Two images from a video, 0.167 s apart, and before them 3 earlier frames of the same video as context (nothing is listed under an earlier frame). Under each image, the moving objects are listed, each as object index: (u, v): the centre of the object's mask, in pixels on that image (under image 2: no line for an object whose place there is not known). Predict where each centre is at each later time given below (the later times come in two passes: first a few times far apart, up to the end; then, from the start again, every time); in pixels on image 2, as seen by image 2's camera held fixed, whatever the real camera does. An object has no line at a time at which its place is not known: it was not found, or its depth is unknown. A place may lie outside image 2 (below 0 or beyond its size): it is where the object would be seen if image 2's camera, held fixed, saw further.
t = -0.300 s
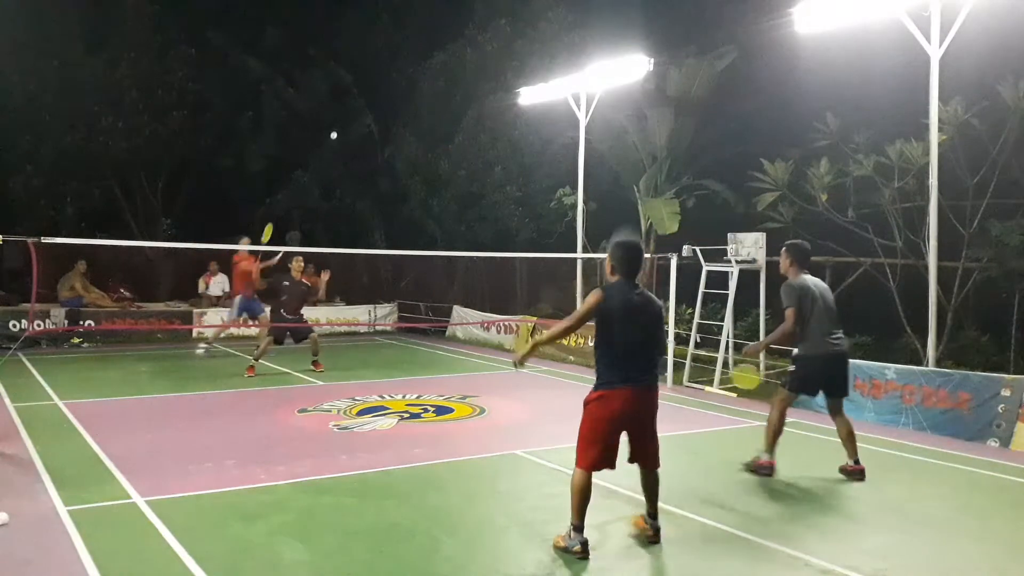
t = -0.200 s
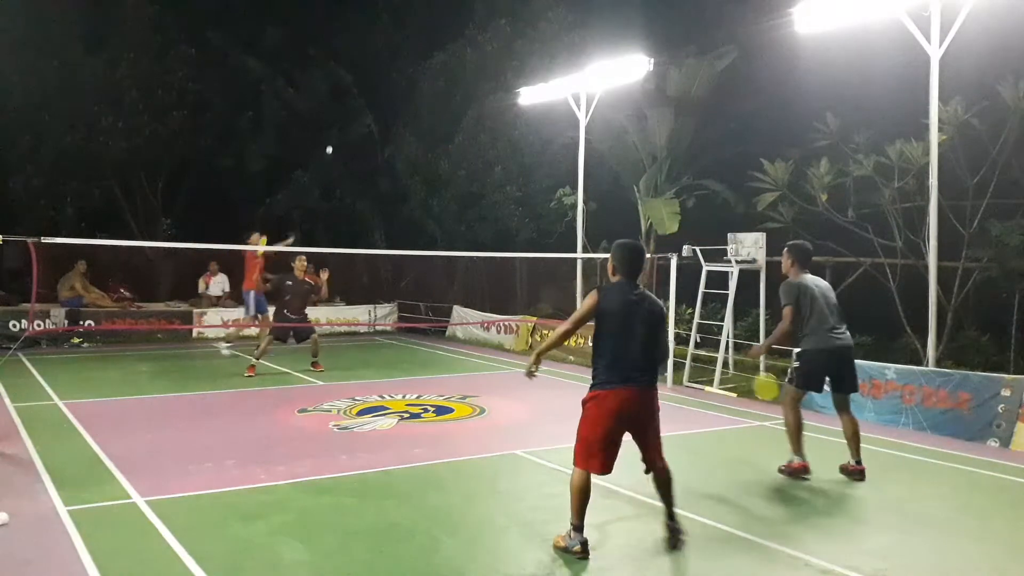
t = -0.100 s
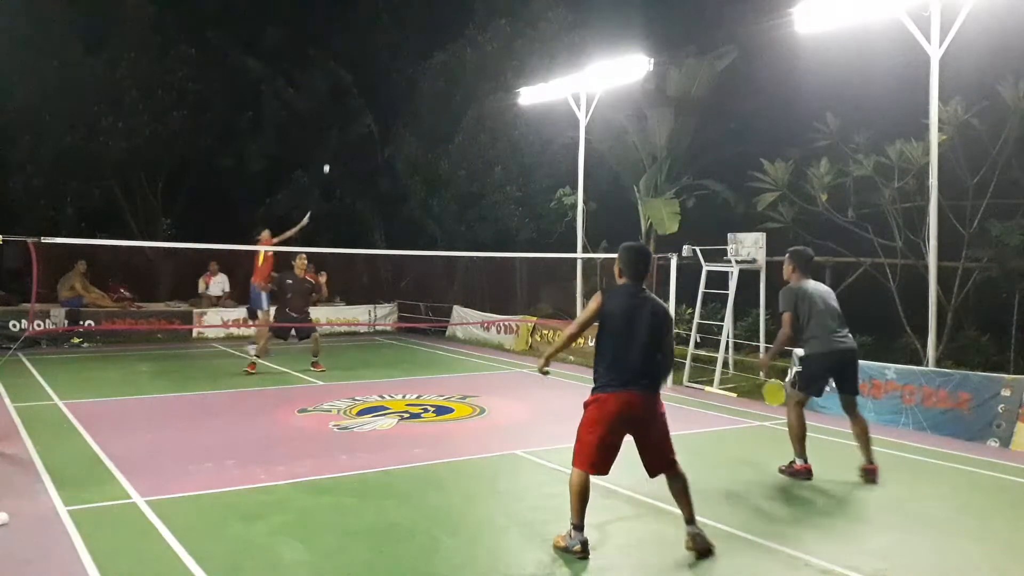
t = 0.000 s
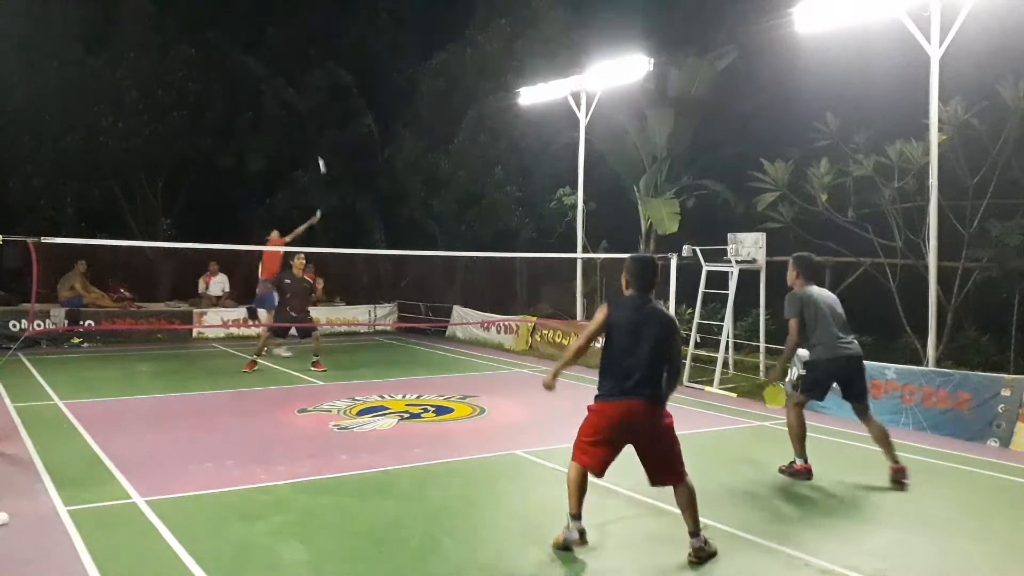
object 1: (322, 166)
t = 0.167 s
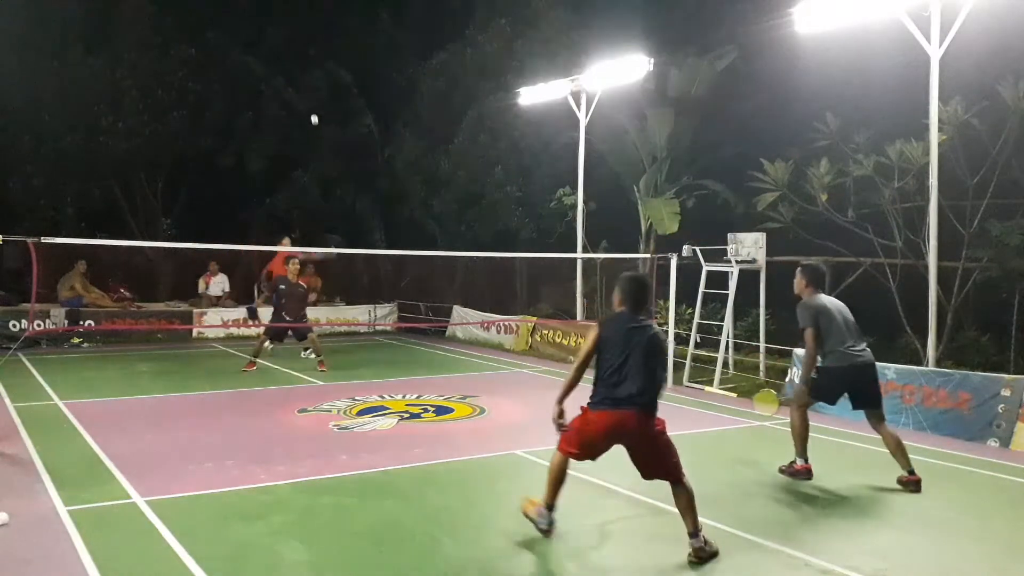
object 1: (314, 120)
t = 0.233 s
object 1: (313, 111)
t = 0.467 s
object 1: (307, 115)
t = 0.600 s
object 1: (304, 147)
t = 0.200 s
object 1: (314, 115)
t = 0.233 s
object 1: (313, 111)
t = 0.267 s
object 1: (312, 108)
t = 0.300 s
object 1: (311, 106)
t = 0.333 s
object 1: (311, 106)
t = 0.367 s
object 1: (310, 106)
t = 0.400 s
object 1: (309, 108)
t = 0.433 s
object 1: (308, 111)
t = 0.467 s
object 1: (307, 115)
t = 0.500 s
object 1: (307, 121)
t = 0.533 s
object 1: (306, 128)
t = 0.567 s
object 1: (305, 137)
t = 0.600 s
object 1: (304, 147)
